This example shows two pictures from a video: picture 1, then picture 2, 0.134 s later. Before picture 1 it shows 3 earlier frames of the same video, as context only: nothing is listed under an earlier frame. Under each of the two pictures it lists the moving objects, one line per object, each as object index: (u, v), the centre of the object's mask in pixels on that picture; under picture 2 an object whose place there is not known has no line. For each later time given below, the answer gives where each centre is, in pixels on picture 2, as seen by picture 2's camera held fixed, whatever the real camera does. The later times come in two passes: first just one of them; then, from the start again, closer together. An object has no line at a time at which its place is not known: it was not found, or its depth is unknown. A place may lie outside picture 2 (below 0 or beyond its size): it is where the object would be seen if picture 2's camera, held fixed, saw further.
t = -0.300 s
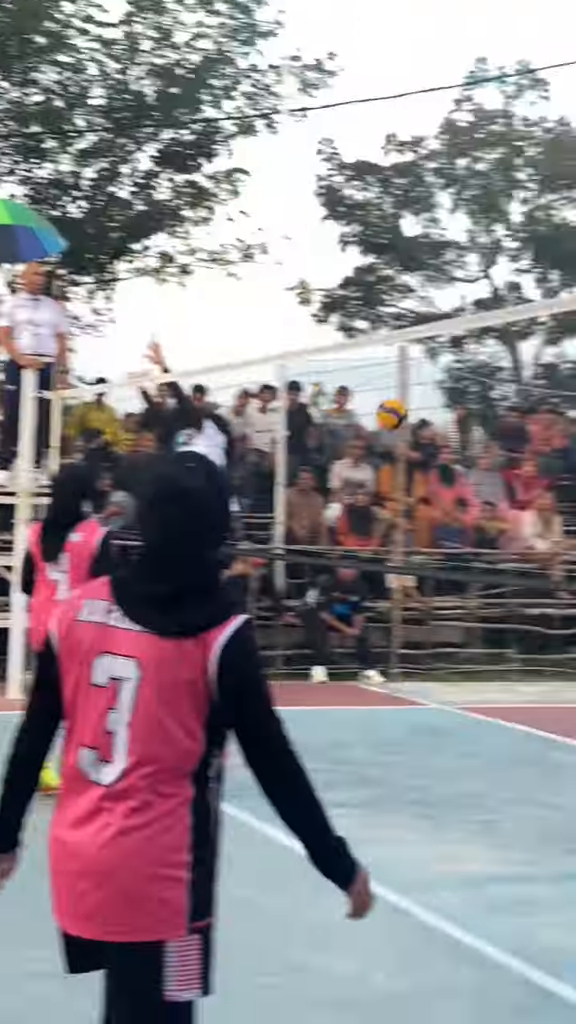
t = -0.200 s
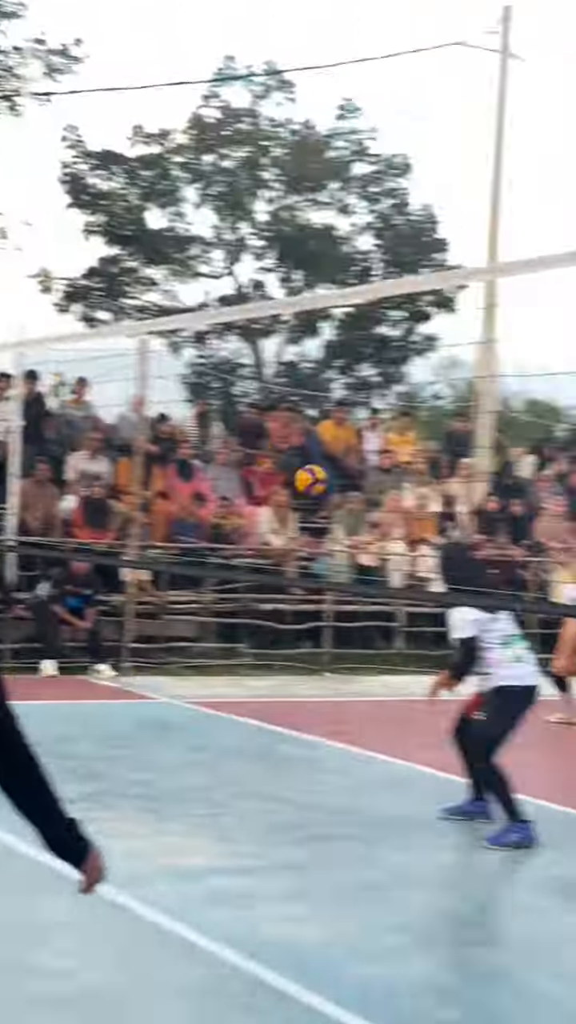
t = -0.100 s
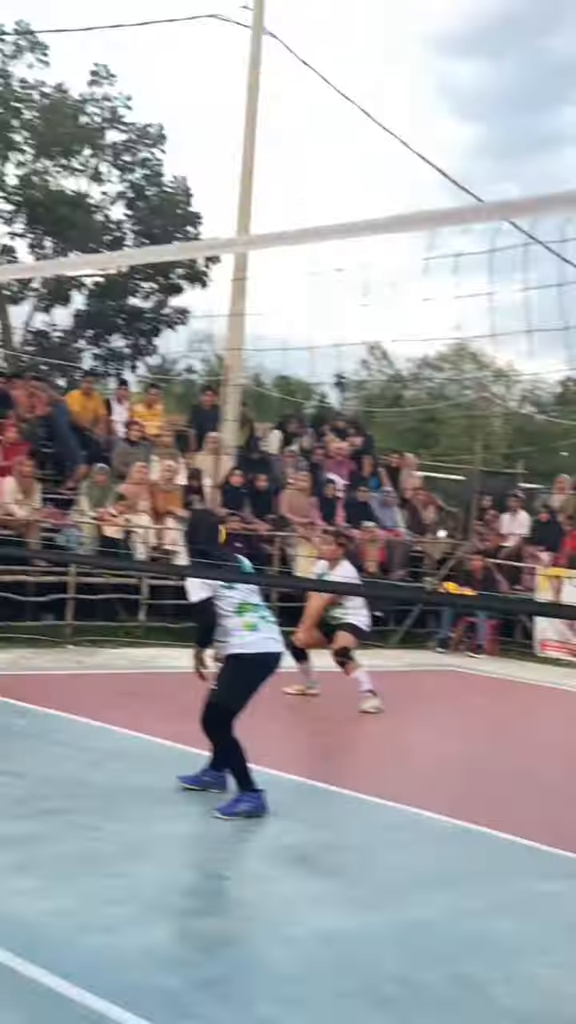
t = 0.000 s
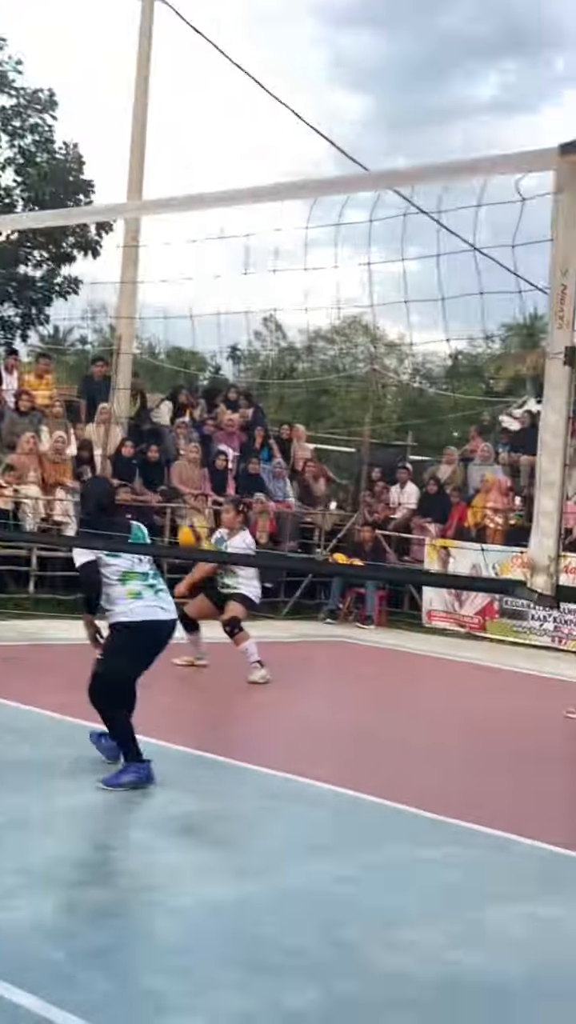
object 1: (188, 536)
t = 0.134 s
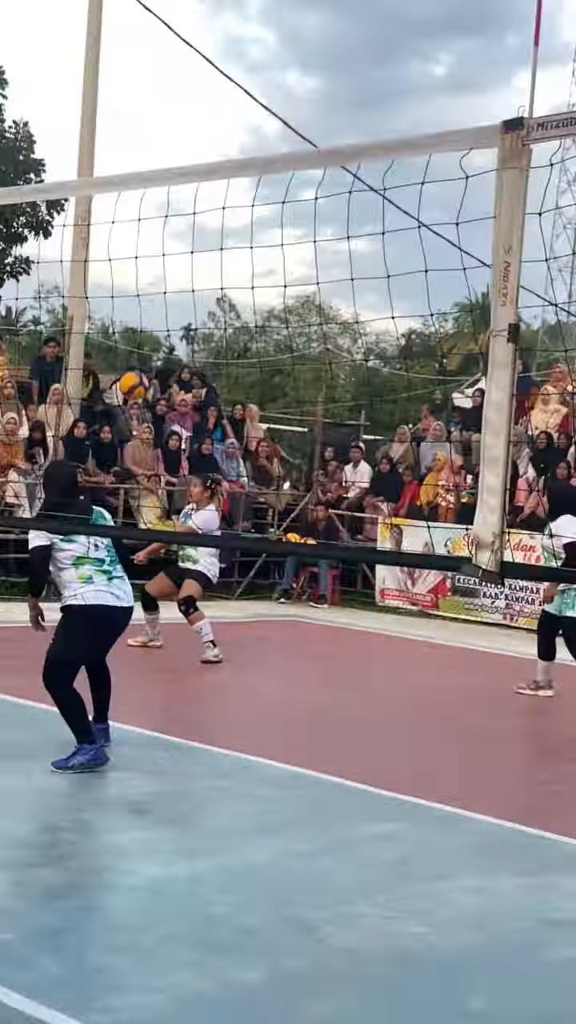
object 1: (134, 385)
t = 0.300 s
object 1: (119, 250)
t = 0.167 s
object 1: (130, 356)
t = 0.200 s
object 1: (126, 328)
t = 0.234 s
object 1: (125, 300)
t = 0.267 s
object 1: (122, 274)
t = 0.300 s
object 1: (119, 250)
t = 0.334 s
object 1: (116, 227)
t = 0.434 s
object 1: (111, 167)
